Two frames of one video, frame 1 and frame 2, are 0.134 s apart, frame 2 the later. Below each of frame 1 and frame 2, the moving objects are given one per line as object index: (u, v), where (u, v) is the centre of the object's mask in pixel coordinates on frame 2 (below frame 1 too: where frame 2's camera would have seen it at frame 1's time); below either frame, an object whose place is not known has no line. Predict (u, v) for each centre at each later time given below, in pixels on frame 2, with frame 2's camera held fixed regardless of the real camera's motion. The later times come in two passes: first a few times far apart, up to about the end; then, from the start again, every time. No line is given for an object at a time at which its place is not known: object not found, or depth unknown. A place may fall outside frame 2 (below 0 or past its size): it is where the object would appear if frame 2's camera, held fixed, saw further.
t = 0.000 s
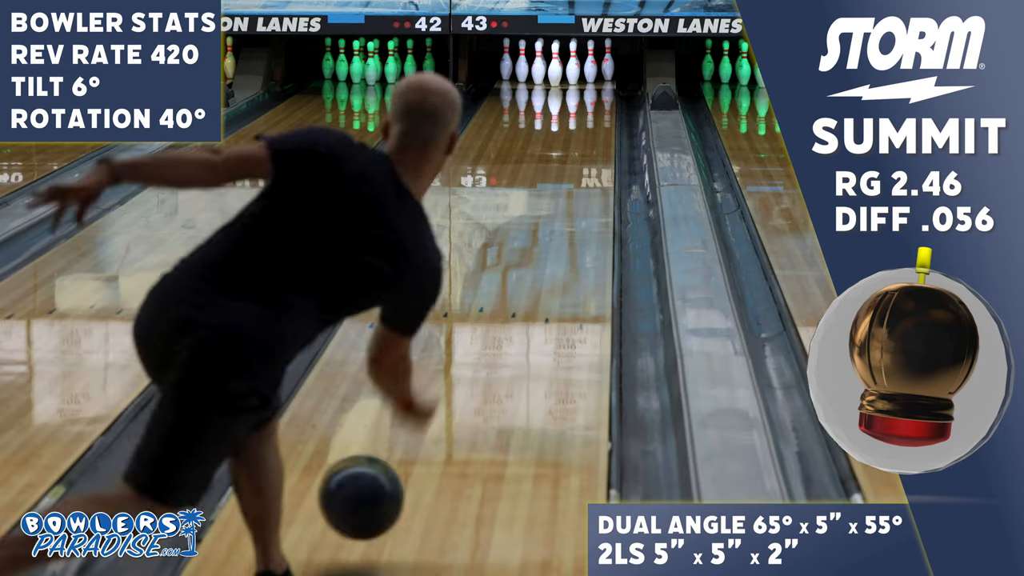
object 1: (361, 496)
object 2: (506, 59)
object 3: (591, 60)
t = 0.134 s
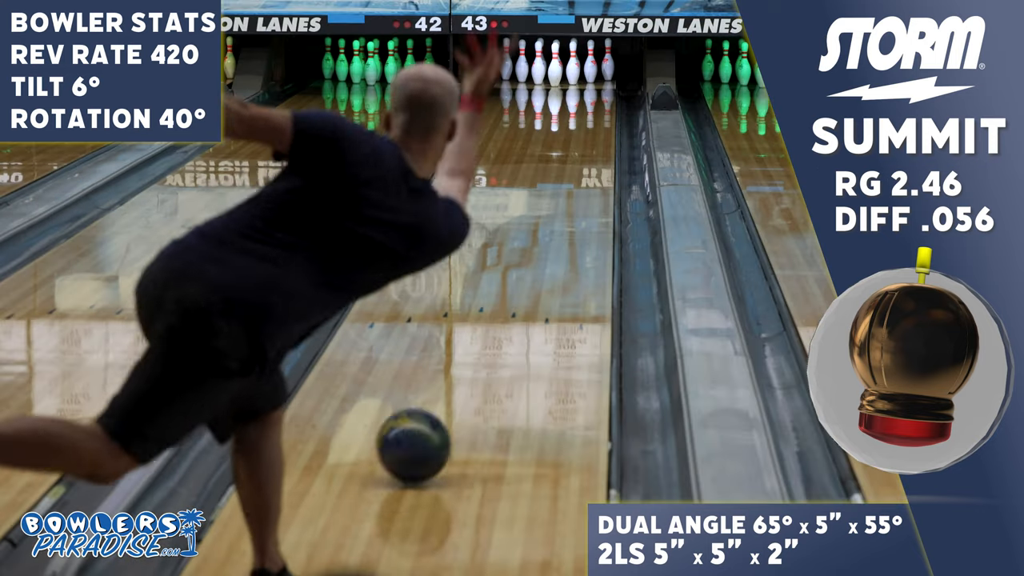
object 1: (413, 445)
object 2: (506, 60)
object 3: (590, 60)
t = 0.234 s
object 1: (444, 399)
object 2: (506, 60)
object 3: (590, 60)
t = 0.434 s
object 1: (492, 324)
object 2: (506, 60)
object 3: (590, 63)
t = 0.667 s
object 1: (531, 262)
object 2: (506, 60)
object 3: (590, 60)
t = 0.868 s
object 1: (555, 221)
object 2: (506, 60)
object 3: (590, 60)
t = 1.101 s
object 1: (577, 184)
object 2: (506, 60)
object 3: (590, 60)
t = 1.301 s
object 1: (589, 158)
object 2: (506, 60)
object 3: (590, 60)
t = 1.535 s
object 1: (598, 133)
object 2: (506, 60)
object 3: (590, 60)
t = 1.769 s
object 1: (600, 113)
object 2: (506, 61)
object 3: (590, 60)
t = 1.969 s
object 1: (594, 99)
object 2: (506, 61)
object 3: (590, 60)
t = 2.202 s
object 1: (578, 86)
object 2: (506, 60)
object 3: (591, 62)
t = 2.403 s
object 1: (563, 75)
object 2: (506, 60)
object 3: (590, 63)
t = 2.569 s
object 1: (564, 71)
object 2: (494, 62)
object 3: (608, 62)
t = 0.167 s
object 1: (424, 430)
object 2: (506, 60)
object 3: (590, 60)
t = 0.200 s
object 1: (434, 415)
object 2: (506, 60)
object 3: (590, 60)
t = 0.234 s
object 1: (444, 399)
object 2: (506, 60)
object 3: (590, 60)
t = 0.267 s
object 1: (453, 385)
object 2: (507, 58)
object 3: (590, 60)
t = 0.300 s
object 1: (462, 372)
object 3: (590, 60)
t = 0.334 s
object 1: (470, 359)
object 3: (590, 60)
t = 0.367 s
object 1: (478, 347)
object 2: (505, 59)
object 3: (590, 60)
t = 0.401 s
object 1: (485, 336)
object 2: (506, 60)
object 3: (590, 60)
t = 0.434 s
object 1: (492, 324)
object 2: (506, 60)
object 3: (590, 63)
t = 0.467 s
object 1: (498, 315)
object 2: (506, 60)
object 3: (590, 60)
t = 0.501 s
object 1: (504, 305)
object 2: (506, 60)
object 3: (590, 60)
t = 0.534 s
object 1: (510, 296)
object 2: (506, 60)
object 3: (590, 60)
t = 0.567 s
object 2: (506, 60)
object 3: (590, 60)
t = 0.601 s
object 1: (525, 276)
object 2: (506, 60)
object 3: (590, 60)
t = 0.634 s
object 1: (526, 270)
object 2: (506, 60)
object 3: (590, 60)
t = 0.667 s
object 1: (531, 262)
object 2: (506, 60)
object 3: (590, 60)
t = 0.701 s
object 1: (535, 254)
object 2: (506, 60)
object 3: (590, 60)
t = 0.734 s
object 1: (540, 247)
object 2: (506, 60)
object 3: (590, 60)
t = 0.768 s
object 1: (544, 240)
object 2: (506, 60)
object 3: (590, 60)
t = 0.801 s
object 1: (548, 233)
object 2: (506, 60)
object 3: (590, 60)
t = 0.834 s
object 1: (552, 227)
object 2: (506, 60)
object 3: (590, 60)
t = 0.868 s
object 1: (555, 221)
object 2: (506, 60)
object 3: (590, 60)
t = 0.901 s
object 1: (559, 215)
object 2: (506, 60)
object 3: (590, 60)
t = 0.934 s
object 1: (562, 208)
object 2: (506, 60)
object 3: (590, 60)
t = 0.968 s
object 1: (565, 204)
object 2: (506, 60)
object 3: (590, 60)
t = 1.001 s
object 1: (568, 199)
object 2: (506, 60)
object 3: (590, 60)
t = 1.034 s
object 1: (571, 193)
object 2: (506, 60)
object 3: (590, 60)
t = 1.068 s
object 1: (574, 188)
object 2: (506, 60)
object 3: (590, 60)
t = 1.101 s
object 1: (577, 184)
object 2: (506, 60)
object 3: (590, 60)
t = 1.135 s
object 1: (579, 179)
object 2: (506, 60)
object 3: (590, 60)
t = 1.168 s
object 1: (581, 174)
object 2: (506, 60)
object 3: (590, 60)
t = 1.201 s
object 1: (583, 170)
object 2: (506, 60)
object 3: (590, 60)
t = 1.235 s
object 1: (586, 166)
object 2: (506, 60)
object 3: (590, 60)
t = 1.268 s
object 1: (587, 161)
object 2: (506, 60)
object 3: (590, 60)
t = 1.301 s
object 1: (589, 158)
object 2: (506, 60)
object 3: (590, 60)
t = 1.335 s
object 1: (591, 154)
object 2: (506, 60)
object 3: (590, 60)
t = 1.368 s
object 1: (592, 150)
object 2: (506, 60)
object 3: (590, 60)
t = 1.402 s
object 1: (594, 147)
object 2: (506, 60)
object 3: (590, 60)
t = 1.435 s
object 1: (595, 143)
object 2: (506, 60)
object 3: (590, 60)
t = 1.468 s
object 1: (596, 139)
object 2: (506, 60)
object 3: (590, 60)
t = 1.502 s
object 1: (598, 136)
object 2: (506, 60)
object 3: (590, 60)
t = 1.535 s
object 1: (598, 133)
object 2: (506, 60)
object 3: (590, 60)
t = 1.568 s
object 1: (599, 130)
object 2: (506, 60)
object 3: (590, 60)
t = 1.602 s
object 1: (599, 127)
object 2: (506, 60)
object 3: (590, 60)
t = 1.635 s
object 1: (600, 124)
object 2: (506, 60)
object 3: (590, 60)
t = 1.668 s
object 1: (600, 121)
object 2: (506, 60)
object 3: (590, 60)
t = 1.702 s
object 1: (600, 119)
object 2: (506, 61)
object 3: (590, 60)
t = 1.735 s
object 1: (600, 116)
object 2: (506, 60)
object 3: (590, 60)
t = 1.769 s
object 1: (600, 113)
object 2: (506, 61)
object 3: (590, 60)
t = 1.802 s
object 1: (599, 111)
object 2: (506, 60)
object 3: (590, 60)
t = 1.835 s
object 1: (599, 108)
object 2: (506, 61)
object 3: (590, 60)
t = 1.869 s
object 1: (598, 106)
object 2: (506, 60)
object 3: (590, 60)
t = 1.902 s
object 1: (597, 104)
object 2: (506, 61)
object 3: (590, 60)
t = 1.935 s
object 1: (595, 102)
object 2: (506, 61)
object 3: (590, 60)
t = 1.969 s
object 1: (594, 99)
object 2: (506, 61)
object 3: (590, 60)
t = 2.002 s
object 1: (592, 97)
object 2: (506, 61)
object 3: (590, 60)
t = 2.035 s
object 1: (590, 96)
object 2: (506, 61)
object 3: (590, 59)
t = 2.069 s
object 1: (589, 94)
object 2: (506, 61)
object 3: (590, 62)
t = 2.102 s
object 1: (586, 92)
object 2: (506, 60)
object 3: (590, 62)
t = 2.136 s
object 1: (583, 89)
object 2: (506, 61)
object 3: (591, 61)
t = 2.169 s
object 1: (581, 87)
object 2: (506, 60)
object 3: (591, 61)
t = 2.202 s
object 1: (578, 86)
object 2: (506, 60)
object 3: (591, 62)
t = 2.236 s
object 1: (575, 84)
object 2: (506, 61)
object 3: (591, 63)
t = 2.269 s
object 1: (573, 83)
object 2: (506, 61)
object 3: (590, 63)
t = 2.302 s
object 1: (571, 80)
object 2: (506, 60)
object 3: (590, 63)
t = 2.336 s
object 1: (568, 78)
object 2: (506, 60)
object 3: (590, 63)
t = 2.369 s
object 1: (565, 77)
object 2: (506, 60)
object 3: (590, 63)
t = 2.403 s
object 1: (563, 75)
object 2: (506, 60)
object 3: (590, 63)
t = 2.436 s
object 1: (563, 75)
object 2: (506, 60)
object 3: (590, 63)
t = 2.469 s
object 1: (564, 73)
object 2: (506, 60)
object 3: (590, 63)
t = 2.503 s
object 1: (563, 72)
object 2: (505, 60)
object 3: (593, 63)
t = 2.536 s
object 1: (563, 72)
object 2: (500, 60)
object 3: (600, 61)
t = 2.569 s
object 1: (564, 71)
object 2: (494, 62)
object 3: (608, 62)
